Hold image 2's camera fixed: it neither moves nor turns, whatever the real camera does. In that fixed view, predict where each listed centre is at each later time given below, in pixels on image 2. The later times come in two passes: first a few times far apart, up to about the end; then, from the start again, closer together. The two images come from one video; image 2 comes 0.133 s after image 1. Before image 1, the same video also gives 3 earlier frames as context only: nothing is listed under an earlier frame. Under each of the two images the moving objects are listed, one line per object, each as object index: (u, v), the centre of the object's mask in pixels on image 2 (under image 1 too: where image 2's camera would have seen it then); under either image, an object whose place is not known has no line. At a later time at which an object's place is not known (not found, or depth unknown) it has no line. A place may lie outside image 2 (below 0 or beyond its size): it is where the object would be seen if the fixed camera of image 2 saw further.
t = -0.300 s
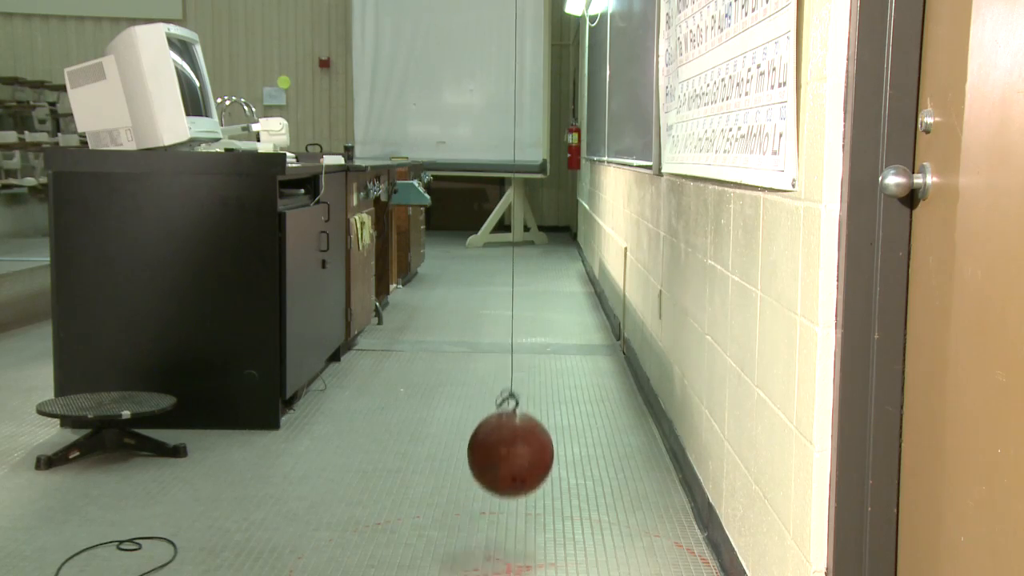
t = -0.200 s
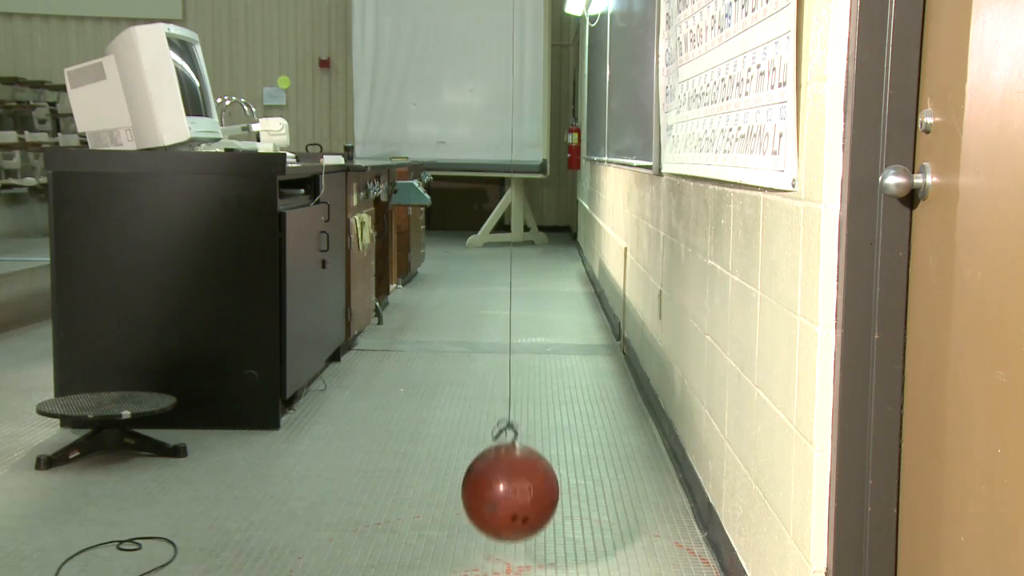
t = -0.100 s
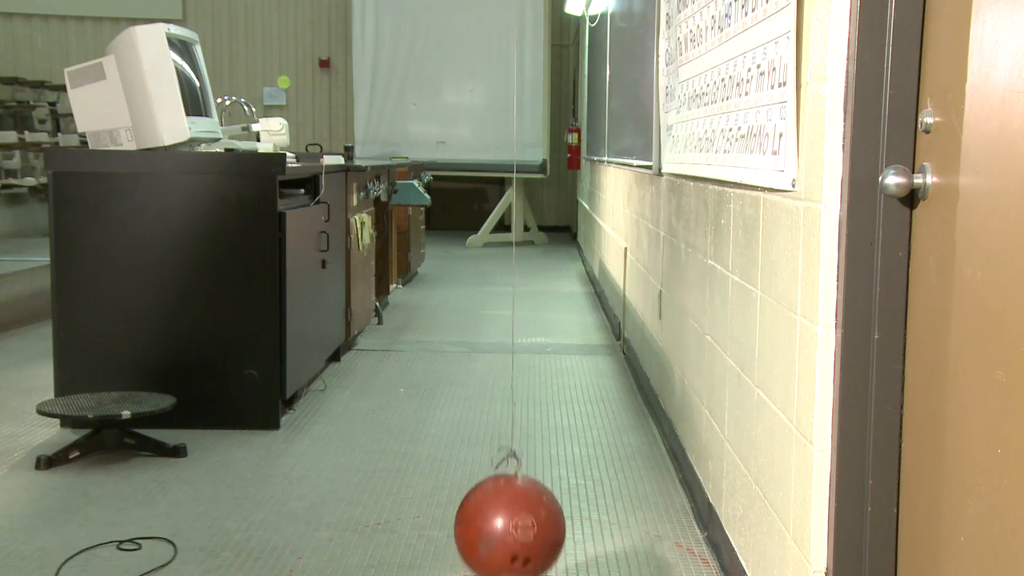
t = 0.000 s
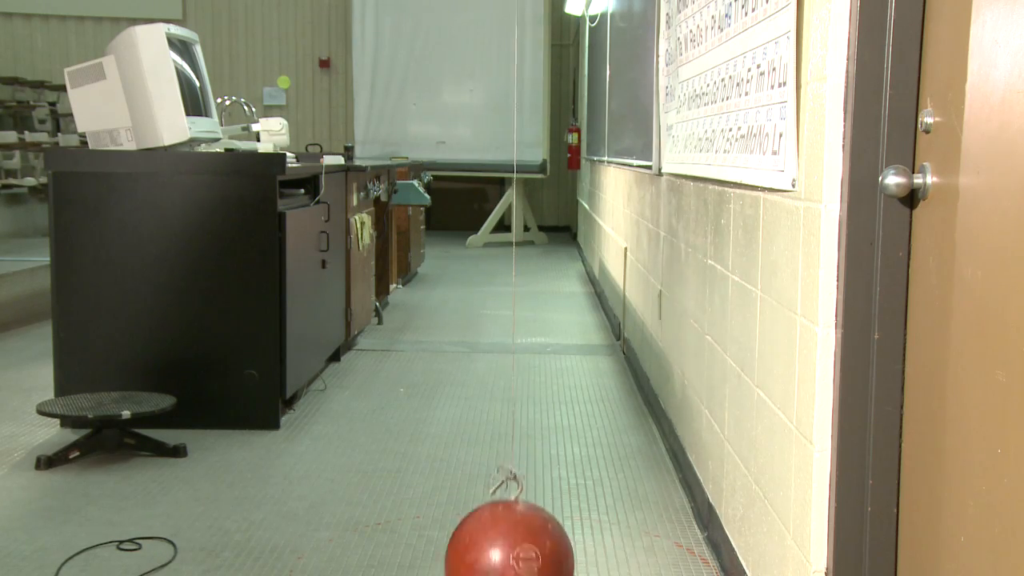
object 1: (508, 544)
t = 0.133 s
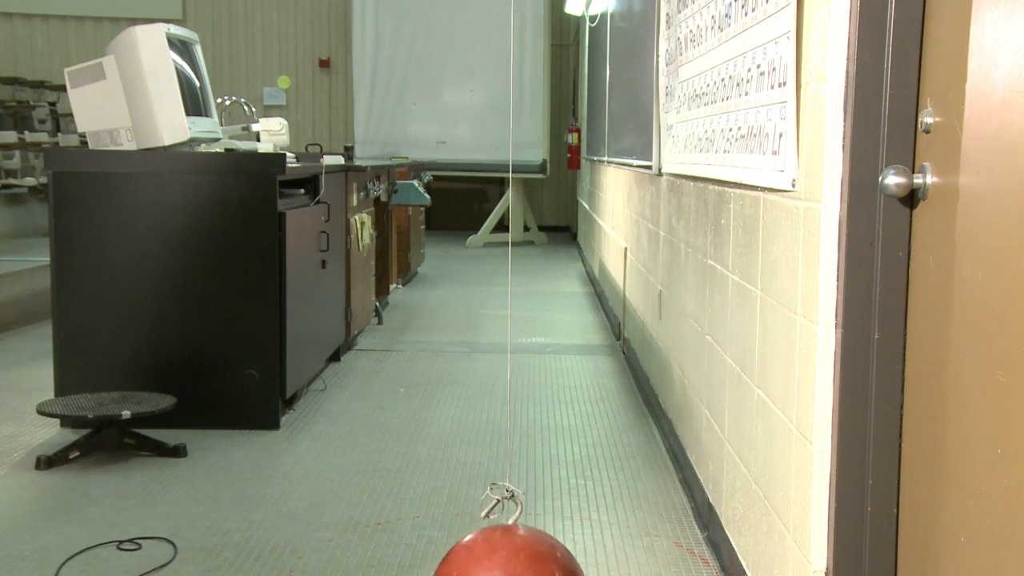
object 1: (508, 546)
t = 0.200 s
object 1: (506, 554)
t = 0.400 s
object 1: (496, 541)
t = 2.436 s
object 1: (506, 406)
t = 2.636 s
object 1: (507, 335)
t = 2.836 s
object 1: (509, 274)
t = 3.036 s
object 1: (510, 220)
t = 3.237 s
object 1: (511, 188)
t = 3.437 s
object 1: (512, 175)
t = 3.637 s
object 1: (512, 181)
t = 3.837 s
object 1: (512, 205)
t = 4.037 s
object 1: (511, 251)
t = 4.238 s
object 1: (510, 308)
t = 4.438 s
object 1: (510, 377)
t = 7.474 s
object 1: (507, 379)
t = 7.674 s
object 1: (509, 312)
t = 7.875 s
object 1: (510, 258)
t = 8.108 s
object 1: (511, 206)
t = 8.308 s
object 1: (511, 184)
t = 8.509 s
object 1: (512, 181)
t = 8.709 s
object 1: (511, 197)
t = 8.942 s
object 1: (511, 242)
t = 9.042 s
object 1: (510, 267)
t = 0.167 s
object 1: (506, 553)
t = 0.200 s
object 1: (506, 554)
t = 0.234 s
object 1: (508, 552)
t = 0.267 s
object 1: (507, 548)
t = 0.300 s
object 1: (505, 549)
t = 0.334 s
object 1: (502, 545)
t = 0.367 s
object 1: (496, 541)
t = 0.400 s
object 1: (496, 541)
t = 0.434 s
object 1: (495, 518)
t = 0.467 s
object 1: (496, 515)
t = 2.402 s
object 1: (506, 418)
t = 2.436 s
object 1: (506, 406)
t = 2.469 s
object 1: (506, 393)
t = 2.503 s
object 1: (506, 381)
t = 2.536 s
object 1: (507, 369)
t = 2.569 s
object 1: (507, 358)
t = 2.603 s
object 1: (507, 345)
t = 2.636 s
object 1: (507, 335)
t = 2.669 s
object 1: (508, 323)
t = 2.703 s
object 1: (508, 313)
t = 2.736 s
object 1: (508, 303)
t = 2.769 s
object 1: (508, 293)
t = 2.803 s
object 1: (508, 285)
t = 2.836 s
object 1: (509, 274)
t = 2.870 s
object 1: (509, 265)
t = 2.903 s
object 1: (509, 257)
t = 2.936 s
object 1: (510, 248)
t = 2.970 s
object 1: (510, 240)
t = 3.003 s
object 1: (510, 231)
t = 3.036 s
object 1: (510, 220)
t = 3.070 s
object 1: (511, 214)
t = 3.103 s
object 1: (511, 208)
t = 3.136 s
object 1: (511, 203)
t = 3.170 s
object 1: (511, 198)
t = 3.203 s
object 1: (511, 193)
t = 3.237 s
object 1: (511, 188)
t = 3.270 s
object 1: (511, 185)
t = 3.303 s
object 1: (511, 182)
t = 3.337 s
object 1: (511, 179)
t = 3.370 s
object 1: (512, 177)
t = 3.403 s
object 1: (512, 176)
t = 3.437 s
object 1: (512, 175)
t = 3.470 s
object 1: (512, 174)
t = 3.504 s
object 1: (512, 175)
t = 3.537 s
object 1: (512, 175)
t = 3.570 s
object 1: (512, 177)
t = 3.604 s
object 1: (512, 178)
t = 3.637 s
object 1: (512, 181)
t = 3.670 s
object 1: (512, 183)
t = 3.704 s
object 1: (512, 186)
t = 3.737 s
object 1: (512, 190)
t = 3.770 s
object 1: (512, 195)
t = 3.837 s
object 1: (512, 205)
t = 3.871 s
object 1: (512, 211)
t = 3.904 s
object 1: (512, 218)
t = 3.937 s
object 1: (511, 227)
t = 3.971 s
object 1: (512, 236)
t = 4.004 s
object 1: (511, 243)
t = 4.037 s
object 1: (511, 251)
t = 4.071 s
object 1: (511, 261)
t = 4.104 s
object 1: (511, 271)
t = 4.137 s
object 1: (511, 279)
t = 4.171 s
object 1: (510, 289)
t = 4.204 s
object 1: (510, 299)
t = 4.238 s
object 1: (510, 308)
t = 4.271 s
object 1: (510, 319)
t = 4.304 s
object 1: (510, 330)
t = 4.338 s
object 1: (510, 342)
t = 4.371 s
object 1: (510, 353)
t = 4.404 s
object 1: (510, 365)
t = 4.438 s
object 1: (510, 377)
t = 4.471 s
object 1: (509, 389)
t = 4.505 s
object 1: (509, 402)
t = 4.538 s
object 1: (509, 415)
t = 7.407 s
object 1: (507, 403)
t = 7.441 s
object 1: (507, 391)
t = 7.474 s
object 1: (507, 379)
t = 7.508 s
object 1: (508, 367)
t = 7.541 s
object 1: (508, 356)
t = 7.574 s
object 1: (508, 344)
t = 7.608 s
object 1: (508, 334)
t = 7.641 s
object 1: (508, 323)
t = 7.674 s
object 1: (509, 312)
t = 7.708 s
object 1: (509, 302)
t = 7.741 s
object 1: (509, 294)
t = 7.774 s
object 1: (509, 285)
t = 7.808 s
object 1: (509, 275)
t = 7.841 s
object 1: (510, 266)
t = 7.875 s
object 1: (510, 258)
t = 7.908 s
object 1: (510, 249)
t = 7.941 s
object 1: (510, 241)
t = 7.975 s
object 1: (510, 233)
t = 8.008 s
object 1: (511, 225)
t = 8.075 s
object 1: (511, 212)
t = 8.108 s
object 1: (511, 206)
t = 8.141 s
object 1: (511, 201)
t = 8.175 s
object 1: (511, 197)
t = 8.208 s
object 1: (511, 193)
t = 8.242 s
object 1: (511, 189)
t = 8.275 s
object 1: (511, 186)
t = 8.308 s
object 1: (511, 184)
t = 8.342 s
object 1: (511, 182)
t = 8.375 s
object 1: (512, 180)
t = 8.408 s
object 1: (512, 180)
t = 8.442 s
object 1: (512, 180)
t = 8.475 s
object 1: (512, 180)
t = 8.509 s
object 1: (512, 181)
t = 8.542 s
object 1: (512, 182)
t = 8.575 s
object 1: (511, 183)
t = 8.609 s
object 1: (512, 186)
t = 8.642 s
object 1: (512, 189)
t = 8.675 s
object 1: (511, 193)
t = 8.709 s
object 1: (511, 197)
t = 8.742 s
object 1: (512, 201)
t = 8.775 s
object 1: (511, 206)
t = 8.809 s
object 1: (512, 211)
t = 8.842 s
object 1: (511, 218)
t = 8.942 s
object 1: (511, 242)
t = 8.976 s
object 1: (511, 250)
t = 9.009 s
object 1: (510, 258)
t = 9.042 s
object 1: (510, 267)
